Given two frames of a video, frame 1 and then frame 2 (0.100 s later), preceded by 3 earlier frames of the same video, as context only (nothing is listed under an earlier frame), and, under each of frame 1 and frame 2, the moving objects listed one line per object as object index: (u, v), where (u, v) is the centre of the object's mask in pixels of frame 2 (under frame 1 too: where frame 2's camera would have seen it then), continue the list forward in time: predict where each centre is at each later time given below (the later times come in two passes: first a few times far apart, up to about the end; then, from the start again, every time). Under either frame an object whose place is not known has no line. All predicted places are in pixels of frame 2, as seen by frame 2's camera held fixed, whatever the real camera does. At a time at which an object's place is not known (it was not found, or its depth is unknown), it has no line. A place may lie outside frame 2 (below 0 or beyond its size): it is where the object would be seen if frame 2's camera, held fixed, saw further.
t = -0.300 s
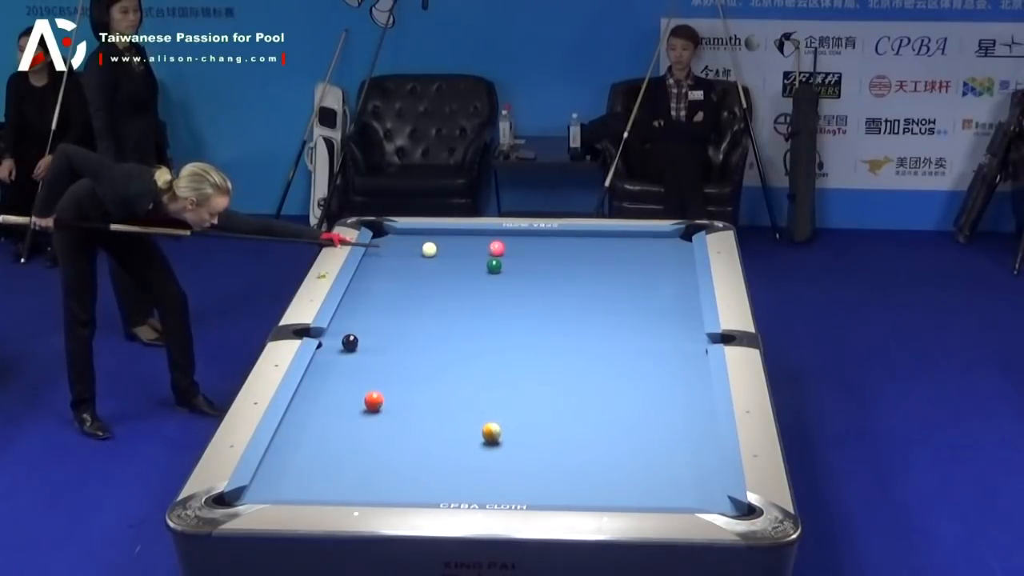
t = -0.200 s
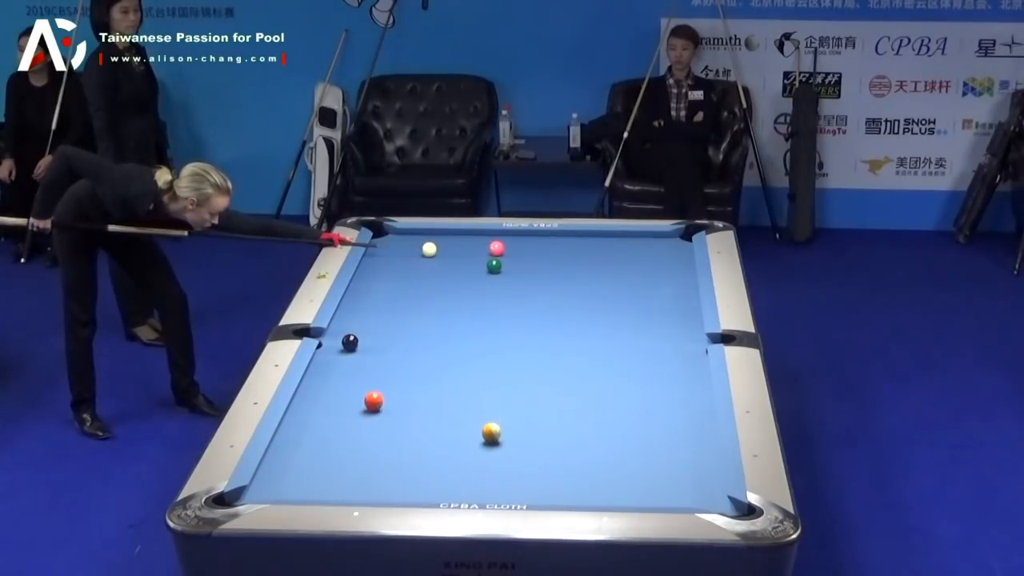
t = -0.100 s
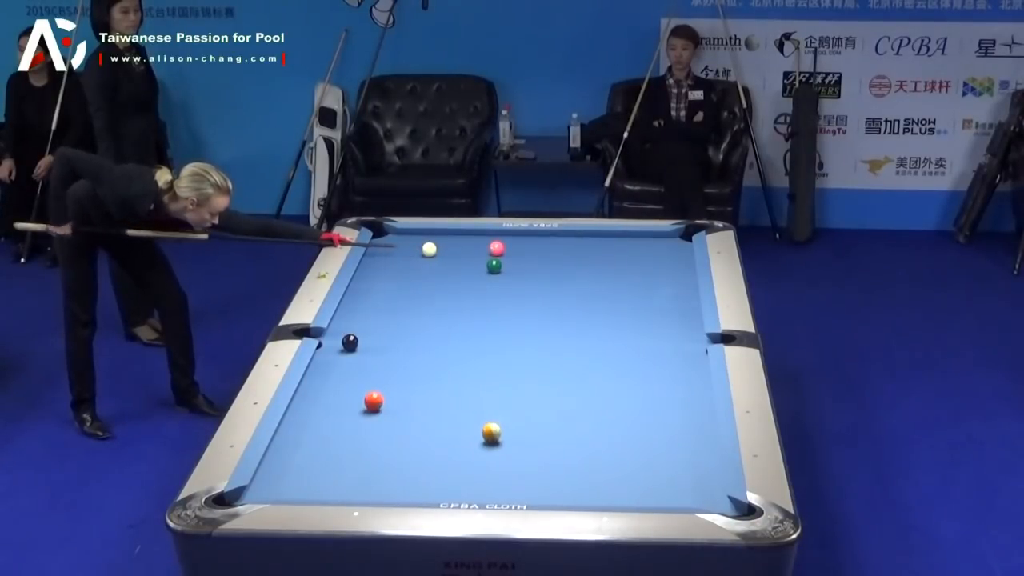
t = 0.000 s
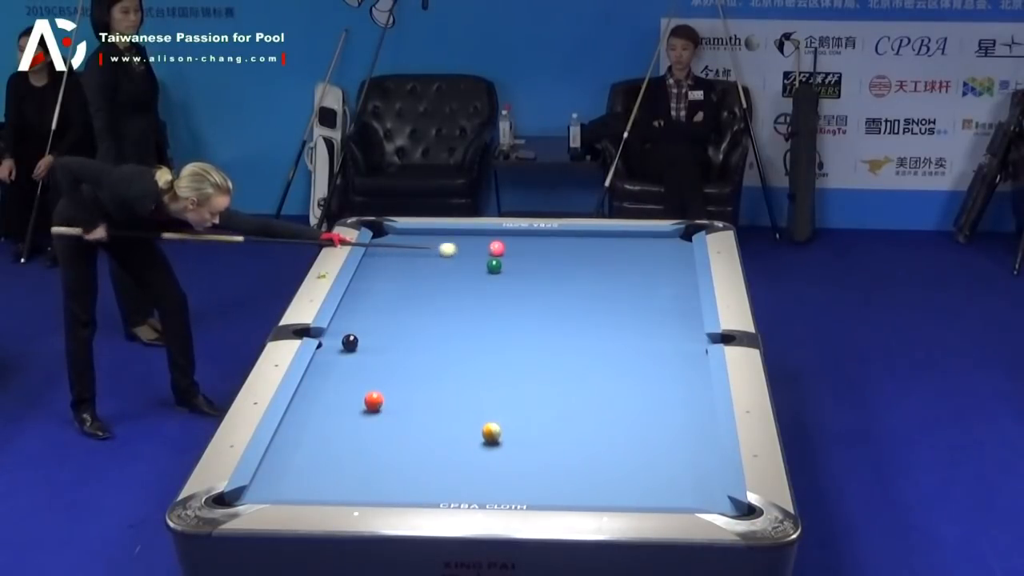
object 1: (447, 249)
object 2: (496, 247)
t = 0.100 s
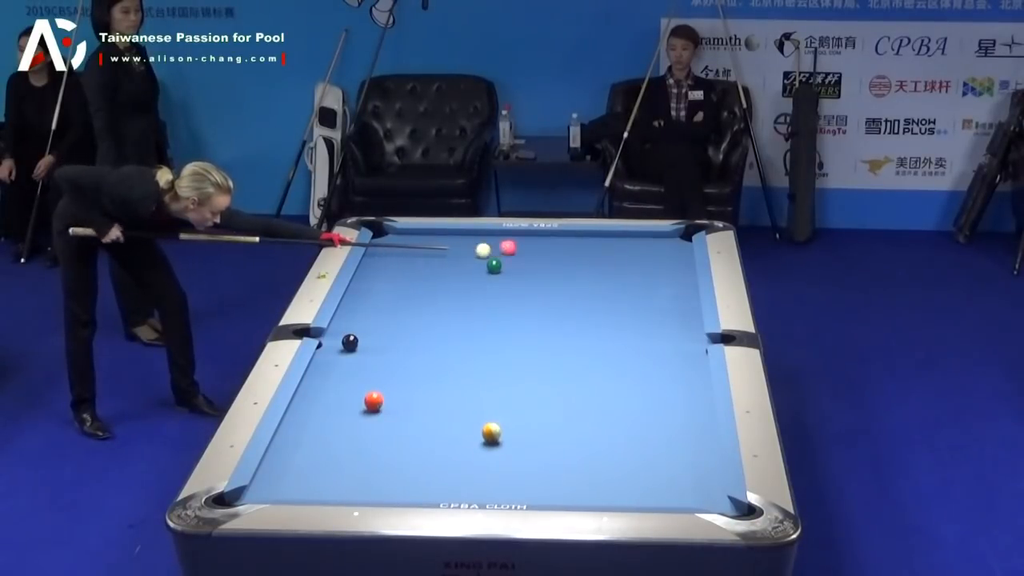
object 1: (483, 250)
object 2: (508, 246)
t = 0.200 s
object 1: (489, 253)
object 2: (546, 244)
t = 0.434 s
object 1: (517, 260)
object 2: (614, 239)
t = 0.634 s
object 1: (542, 265)
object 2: (666, 236)
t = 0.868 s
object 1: (571, 270)
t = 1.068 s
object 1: (596, 276)
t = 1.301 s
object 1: (624, 281)
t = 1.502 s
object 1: (649, 286)
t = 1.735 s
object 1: (676, 292)
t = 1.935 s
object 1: (687, 296)
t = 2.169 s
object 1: (672, 299)
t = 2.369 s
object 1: (660, 302)
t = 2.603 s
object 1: (646, 305)
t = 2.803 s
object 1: (635, 308)
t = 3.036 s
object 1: (624, 310)
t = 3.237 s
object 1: (614, 312)
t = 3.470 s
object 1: (604, 315)
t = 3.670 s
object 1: (597, 316)
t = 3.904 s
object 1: (588, 319)
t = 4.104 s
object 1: (582, 320)
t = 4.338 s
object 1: (575, 322)
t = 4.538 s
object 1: (570, 323)
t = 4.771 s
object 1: (564, 325)
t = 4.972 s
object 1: (560, 325)
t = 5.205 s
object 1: (557, 326)
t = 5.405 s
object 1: (555, 327)
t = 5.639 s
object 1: (553, 327)
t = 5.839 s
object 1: (552, 327)
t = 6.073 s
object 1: (552, 327)
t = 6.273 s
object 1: (551, 328)
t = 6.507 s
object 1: (551, 328)
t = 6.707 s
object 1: (551, 327)
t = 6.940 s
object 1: (551, 328)
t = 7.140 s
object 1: (551, 328)
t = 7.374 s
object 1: (551, 328)
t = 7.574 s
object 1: (551, 328)
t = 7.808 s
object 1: (551, 328)
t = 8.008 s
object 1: (551, 328)
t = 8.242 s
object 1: (551, 328)
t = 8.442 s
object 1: (551, 328)
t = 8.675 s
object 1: (551, 328)
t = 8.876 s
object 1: (551, 328)
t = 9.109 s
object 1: (551, 328)
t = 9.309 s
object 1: (551, 328)
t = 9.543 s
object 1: (552, 328)
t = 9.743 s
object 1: (552, 328)
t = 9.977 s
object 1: (552, 327)
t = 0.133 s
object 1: (484, 252)
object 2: (521, 245)
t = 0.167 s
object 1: (486, 253)
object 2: (533, 244)
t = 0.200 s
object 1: (489, 253)
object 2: (546, 244)
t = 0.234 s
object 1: (492, 253)
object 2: (557, 243)
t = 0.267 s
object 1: (496, 254)
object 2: (567, 243)
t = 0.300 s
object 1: (501, 255)
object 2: (577, 242)
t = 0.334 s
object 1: (505, 257)
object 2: (587, 241)
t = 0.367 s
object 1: (509, 258)
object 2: (597, 240)
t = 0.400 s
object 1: (513, 259)
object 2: (606, 239)
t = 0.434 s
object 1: (517, 260)
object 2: (614, 239)
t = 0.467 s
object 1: (522, 261)
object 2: (623, 239)
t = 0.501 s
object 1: (526, 261)
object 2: (631, 238)
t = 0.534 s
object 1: (530, 262)
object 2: (640, 237)
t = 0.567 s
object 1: (534, 263)
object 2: (649, 237)
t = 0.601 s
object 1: (538, 264)
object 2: (657, 236)
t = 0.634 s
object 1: (542, 265)
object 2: (666, 236)
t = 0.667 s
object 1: (546, 266)
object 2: (674, 235)
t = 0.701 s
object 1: (550, 266)
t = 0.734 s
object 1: (555, 267)
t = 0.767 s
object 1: (559, 268)
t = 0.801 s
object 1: (563, 269)
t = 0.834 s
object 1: (567, 270)
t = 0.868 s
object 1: (571, 270)
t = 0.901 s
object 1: (576, 271)
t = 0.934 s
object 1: (580, 272)
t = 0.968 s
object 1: (583, 273)
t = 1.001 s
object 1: (588, 274)
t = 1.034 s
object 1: (592, 275)
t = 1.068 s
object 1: (596, 276)
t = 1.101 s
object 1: (600, 277)
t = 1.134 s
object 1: (605, 277)
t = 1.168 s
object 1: (608, 278)
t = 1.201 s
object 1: (612, 279)
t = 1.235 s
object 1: (616, 280)
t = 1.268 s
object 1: (620, 280)
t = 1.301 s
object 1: (624, 281)
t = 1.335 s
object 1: (628, 282)
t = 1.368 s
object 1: (632, 283)
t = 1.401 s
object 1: (636, 284)
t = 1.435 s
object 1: (641, 284)
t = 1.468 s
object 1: (645, 285)
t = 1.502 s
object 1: (649, 286)
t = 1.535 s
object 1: (653, 287)
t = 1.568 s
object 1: (657, 288)
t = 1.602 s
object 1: (661, 289)
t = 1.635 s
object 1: (665, 289)
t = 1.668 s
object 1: (669, 290)
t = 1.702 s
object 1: (673, 291)
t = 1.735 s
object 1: (676, 292)
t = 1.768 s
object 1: (680, 292)
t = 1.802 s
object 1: (684, 293)
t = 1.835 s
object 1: (688, 294)
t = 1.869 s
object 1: (691, 295)
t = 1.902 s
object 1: (689, 295)
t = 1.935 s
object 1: (687, 296)
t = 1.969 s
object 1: (685, 296)
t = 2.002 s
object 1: (682, 297)
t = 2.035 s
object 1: (680, 297)
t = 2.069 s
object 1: (678, 297)
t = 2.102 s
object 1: (676, 298)
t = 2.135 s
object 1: (674, 298)
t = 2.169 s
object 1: (672, 299)
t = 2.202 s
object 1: (670, 299)
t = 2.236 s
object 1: (668, 300)
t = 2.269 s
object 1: (666, 300)
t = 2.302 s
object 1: (664, 301)
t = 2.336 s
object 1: (662, 301)
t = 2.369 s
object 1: (660, 302)
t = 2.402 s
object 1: (658, 302)
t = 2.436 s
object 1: (656, 303)
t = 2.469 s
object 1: (654, 303)
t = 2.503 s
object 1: (652, 304)
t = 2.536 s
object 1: (650, 304)
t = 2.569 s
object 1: (648, 305)
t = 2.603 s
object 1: (646, 305)
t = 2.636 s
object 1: (644, 305)
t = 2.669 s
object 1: (643, 306)
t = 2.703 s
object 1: (641, 306)
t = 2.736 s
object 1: (639, 306)
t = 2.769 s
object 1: (637, 307)
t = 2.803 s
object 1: (635, 308)
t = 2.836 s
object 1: (634, 308)
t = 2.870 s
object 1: (632, 308)
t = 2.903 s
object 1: (630, 309)
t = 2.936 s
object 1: (629, 309)
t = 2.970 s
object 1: (627, 309)
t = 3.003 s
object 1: (625, 309)
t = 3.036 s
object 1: (624, 310)
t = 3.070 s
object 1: (622, 311)
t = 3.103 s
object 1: (620, 311)
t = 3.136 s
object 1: (619, 311)
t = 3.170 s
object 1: (617, 312)
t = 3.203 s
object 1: (616, 312)
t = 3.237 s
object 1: (614, 312)
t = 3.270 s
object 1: (613, 313)
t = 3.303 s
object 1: (612, 313)
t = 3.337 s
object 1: (610, 313)
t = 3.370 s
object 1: (609, 314)
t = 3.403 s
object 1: (607, 314)
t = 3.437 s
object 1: (606, 314)
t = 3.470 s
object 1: (604, 315)
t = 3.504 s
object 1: (603, 315)
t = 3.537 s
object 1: (602, 315)
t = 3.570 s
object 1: (600, 316)
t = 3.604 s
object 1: (599, 316)
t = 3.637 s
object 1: (598, 316)
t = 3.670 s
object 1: (597, 316)
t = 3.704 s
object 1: (595, 317)
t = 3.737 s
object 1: (594, 317)
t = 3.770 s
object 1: (593, 318)
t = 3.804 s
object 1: (592, 318)
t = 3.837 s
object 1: (590, 318)
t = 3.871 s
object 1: (589, 318)
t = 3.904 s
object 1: (588, 319)
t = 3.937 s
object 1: (587, 319)
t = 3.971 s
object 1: (586, 319)
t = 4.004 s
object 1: (585, 320)
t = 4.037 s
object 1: (584, 320)
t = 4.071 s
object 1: (582, 320)
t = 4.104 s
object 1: (582, 320)
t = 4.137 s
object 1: (581, 321)
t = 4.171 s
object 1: (580, 321)
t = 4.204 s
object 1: (579, 321)
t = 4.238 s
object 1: (578, 321)
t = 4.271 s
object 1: (577, 322)
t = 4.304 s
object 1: (576, 322)
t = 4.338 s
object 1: (575, 322)
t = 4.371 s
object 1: (574, 322)
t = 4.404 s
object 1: (573, 323)
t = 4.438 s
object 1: (572, 323)
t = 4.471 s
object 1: (571, 323)
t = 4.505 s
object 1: (570, 323)
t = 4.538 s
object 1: (570, 323)
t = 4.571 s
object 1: (569, 324)
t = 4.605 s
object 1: (568, 324)
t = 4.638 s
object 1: (567, 324)
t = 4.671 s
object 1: (567, 324)
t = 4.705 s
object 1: (566, 324)
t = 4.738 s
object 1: (565, 324)
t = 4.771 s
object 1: (564, 325)
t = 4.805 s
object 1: (564, 325)
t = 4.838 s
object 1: (563, 325)
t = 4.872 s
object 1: (562, 325)
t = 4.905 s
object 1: (562, 325)
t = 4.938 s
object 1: (561, 325)
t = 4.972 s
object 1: (560, 325)
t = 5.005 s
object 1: (560, 326)
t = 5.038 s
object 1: (559, 326)
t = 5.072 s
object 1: (559, 326)
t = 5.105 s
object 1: (558, 326)
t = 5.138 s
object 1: (558, 326)
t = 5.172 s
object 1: (557, 326)
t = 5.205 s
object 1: (557, 326)
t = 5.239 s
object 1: (556, 327)
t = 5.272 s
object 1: (556, 327)
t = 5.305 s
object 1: (556, 327)
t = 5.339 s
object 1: (555, 327)
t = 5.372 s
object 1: (555, 327)
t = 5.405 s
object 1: (555, 327)
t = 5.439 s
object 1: (554, 327)
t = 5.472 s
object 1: (554, 327)
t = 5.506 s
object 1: (554, 327)
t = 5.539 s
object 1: (553, 327)
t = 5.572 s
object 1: (553, 327)
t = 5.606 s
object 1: (553, 327)
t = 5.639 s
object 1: (553, 327)
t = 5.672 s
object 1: (553, 327)
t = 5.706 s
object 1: (552, 327)
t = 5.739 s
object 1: (552, 327)
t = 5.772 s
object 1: (552, 327)
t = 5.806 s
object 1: (552, 327)
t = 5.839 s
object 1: (552, 327)
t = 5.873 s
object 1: (552, 327)
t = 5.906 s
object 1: (552, 327)
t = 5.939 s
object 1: (552, 327)
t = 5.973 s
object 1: (552, 327)
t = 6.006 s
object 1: (552, 327)
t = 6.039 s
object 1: (552, 328)
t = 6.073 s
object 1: (552, 327)
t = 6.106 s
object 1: (552, 327)
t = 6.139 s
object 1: (552, 327)
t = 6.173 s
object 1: (552, 328)
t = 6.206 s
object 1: (552, 328)
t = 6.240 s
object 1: (551, 328)
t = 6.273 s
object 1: (551, 328)
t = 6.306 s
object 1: (551, 328)
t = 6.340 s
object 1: (551, 327)
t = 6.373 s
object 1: (551, 327)
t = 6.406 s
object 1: (551, 327)
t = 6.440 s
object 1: (551, 327)
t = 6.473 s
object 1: (551, 327)
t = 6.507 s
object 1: (551, 328)
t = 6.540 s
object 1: (551, 327)
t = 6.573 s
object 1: (551, 327)
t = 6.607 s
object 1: (551, 328)
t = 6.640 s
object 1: (551, 328)
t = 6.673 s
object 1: (551, 327)
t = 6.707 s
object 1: (551, 327)
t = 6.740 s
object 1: (551, 327)
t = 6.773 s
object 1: (551, 328)
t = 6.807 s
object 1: (551, 328)
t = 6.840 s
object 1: (551, 328)
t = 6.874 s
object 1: (551, 328)
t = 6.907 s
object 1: (551, 328)
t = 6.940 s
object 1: (551, 328)
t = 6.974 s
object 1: (551, 328)
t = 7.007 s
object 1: (551, 328)
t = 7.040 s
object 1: (551, 328)
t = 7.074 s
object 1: (551, 328)
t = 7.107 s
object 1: (551, 328)
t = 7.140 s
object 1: (551, 328)
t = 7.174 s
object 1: (551, 328)
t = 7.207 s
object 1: (551, 328)
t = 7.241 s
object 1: (551, 328)
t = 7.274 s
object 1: (551, 328)
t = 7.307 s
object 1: (551, 328)
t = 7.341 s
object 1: (551, 328)
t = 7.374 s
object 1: (551, 328)
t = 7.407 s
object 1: (551, 328)
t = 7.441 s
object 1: (551, 328)
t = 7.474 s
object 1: (551, 328)
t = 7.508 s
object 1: (551, 328)
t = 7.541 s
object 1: (551, 328)
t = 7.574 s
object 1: (551, 328)
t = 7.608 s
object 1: (551, 328)
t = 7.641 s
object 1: (551, 328)
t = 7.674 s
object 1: (551, 328)
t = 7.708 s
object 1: (551, 328)
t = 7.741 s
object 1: (551, 328)
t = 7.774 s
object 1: (551, 328)
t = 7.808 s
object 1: (551, 328)
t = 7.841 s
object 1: (551, 328)
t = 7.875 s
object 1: (551, 328)
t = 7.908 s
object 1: (551, 328)
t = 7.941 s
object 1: (551, 328)
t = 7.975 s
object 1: (551, 328)
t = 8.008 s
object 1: (551, 328)
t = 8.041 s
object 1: (551, 328)
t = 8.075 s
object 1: (551, 328)
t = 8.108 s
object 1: (551, 328)
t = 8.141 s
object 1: (551, 328)
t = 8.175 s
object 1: (551, 328)
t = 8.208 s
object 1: (551, 328)
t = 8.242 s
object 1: (551, 328)
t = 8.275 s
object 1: (551, 328)
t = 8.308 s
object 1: (551, 328)
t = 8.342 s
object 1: (551, 327)
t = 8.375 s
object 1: (551, 328)
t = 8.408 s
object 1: (551, 328)
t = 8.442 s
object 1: (551, 328)
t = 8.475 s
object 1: (551, 328)
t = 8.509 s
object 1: (551, 328)
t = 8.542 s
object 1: (551, 328)
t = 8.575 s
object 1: (551, 328)
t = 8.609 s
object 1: (551, 328)
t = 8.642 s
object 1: (551, 328)
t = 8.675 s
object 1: (551, 328)
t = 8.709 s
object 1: (551, 328)
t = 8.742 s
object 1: (551, 328)
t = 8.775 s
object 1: (551, 328)
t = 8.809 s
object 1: (551, 328)
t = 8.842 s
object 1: (551, 328)
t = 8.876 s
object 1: (551, 328)
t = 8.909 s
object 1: (551, 328)
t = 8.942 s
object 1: (551, 328)
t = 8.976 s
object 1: (551, 328)
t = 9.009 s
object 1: (551, 328)
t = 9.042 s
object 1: (551, 327)
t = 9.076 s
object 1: (552, 328)
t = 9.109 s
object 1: (551, 328)
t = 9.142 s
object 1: (551, 327)
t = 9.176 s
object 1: (551, 327)
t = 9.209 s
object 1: (551, 327)
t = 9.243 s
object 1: (552, 328)
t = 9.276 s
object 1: (552, 328)
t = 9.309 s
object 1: (551, 328)
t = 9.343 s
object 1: (552, 328)
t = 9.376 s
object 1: (552, 328)
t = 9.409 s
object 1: (552, 328)
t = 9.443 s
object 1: (552, 328)
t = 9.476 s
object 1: (552, 328)
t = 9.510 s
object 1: (552, 328)
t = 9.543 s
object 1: (552, 328)
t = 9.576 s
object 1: (552, 328)
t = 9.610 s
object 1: (552, 328)
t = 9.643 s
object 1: (551, 328)
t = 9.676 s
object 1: (552, 328)
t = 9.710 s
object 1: (552, 328)
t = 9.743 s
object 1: (552, 328)
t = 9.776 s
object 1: (552, 328)
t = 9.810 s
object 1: (552, 328)
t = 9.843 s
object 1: (552, 328)
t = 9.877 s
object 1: (551, 327)
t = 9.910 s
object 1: (552, 328)
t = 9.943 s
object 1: (552, 327)
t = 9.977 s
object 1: (552, 327)
